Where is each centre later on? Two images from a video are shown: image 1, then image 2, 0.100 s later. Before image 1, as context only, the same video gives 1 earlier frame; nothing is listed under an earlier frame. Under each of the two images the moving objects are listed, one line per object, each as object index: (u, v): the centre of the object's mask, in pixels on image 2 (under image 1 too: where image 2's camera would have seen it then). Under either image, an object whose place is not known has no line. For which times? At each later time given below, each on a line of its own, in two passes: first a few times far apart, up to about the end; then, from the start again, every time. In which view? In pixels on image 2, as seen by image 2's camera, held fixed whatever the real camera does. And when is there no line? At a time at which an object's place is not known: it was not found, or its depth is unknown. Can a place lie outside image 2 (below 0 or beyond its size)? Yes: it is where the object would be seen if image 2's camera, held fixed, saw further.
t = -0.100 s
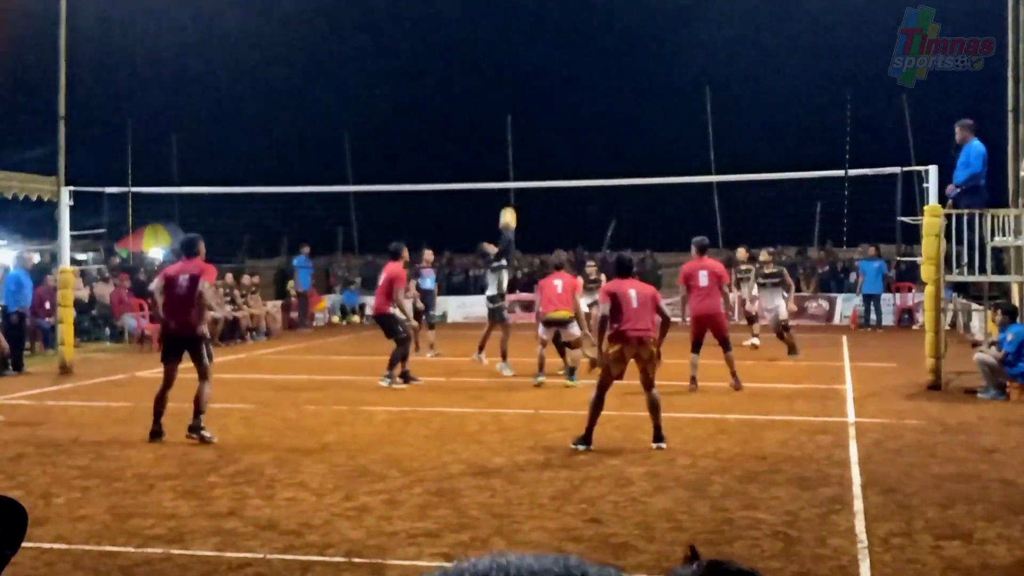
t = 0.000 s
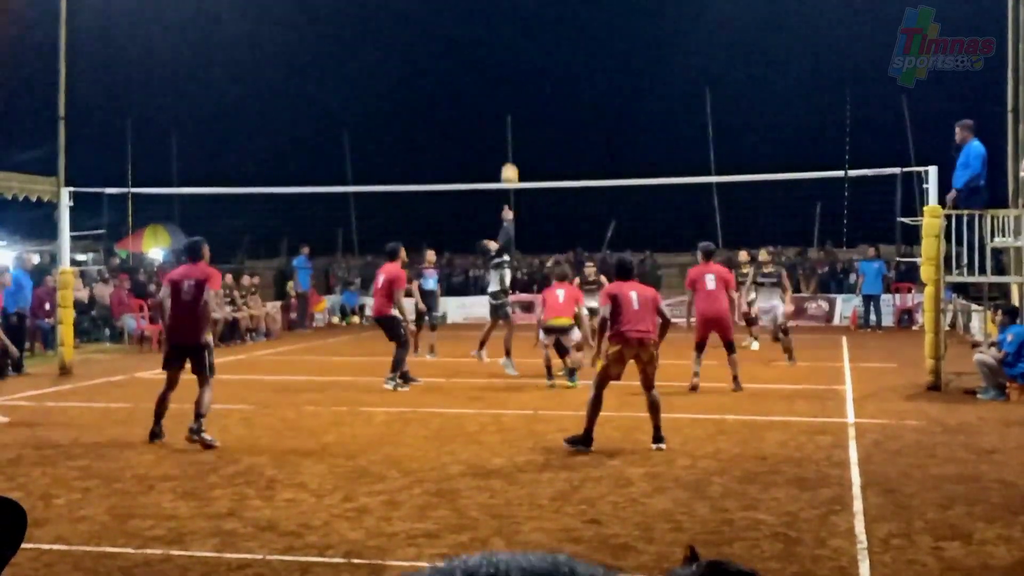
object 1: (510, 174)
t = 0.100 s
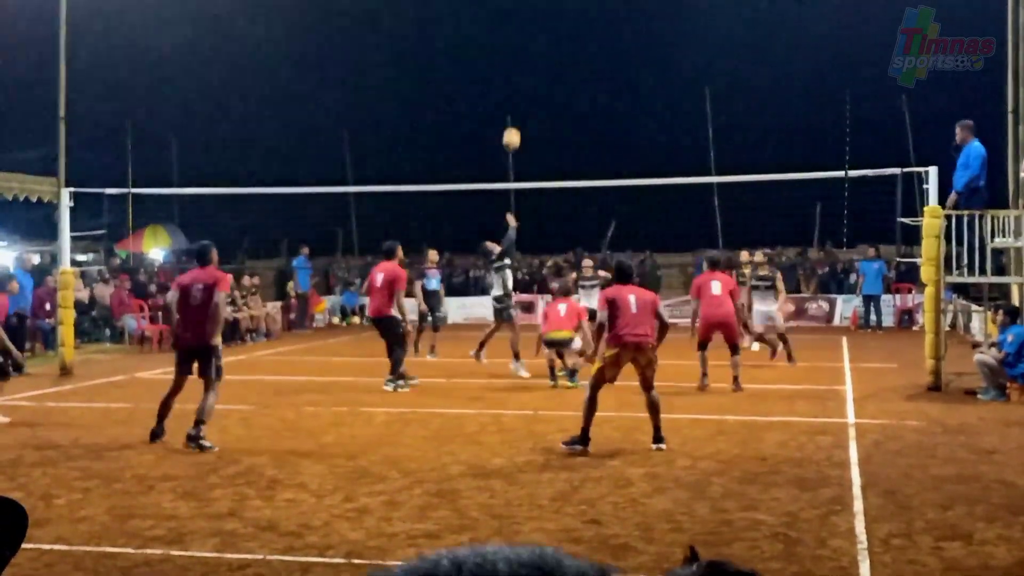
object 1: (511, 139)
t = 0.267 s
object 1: (514, 94)
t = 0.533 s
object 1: (519, 67)
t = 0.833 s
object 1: (523, 102)
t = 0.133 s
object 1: (512, 128)
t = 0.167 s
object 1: (512, 118)
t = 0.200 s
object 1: (513, 109)
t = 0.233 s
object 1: (514, 101)
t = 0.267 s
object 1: (514, 94)
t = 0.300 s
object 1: (515, 87)
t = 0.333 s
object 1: (515, 82)
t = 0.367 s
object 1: (516, 77)
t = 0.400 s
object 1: (516, 74)
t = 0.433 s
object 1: (517, 71)
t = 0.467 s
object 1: (518, 69)
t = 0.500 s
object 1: (518, 68)
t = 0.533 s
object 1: (519, 67)
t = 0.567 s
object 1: (519, 68)
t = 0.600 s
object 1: (519, 69)
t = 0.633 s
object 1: (520, 71)
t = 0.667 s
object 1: (521, 75)
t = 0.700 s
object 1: (521, 78)
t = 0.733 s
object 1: (521, 83)
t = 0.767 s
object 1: (522, 89)
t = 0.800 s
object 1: (522, 95)
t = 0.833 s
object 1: (523, 102)
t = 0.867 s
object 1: (524, 110)
